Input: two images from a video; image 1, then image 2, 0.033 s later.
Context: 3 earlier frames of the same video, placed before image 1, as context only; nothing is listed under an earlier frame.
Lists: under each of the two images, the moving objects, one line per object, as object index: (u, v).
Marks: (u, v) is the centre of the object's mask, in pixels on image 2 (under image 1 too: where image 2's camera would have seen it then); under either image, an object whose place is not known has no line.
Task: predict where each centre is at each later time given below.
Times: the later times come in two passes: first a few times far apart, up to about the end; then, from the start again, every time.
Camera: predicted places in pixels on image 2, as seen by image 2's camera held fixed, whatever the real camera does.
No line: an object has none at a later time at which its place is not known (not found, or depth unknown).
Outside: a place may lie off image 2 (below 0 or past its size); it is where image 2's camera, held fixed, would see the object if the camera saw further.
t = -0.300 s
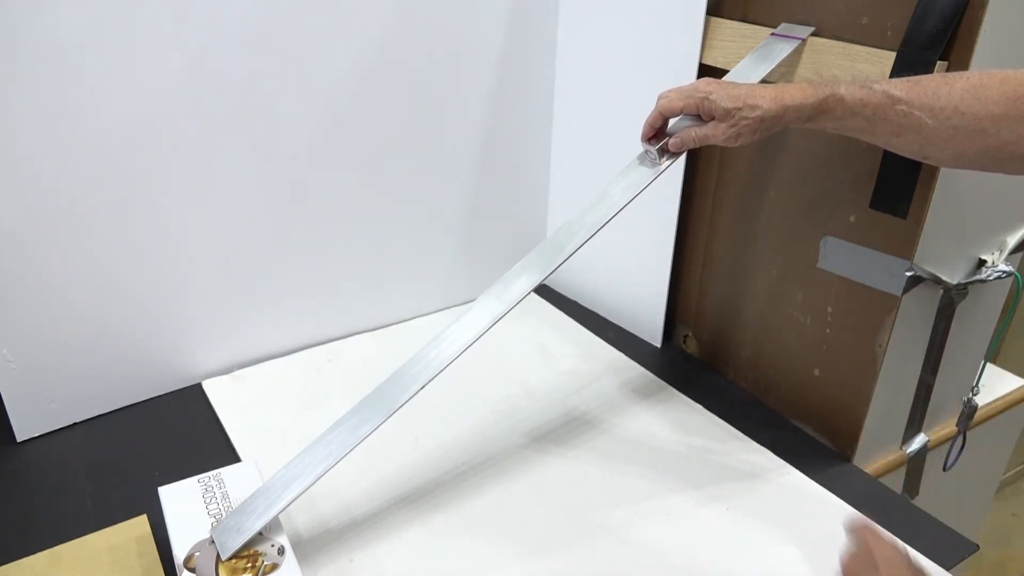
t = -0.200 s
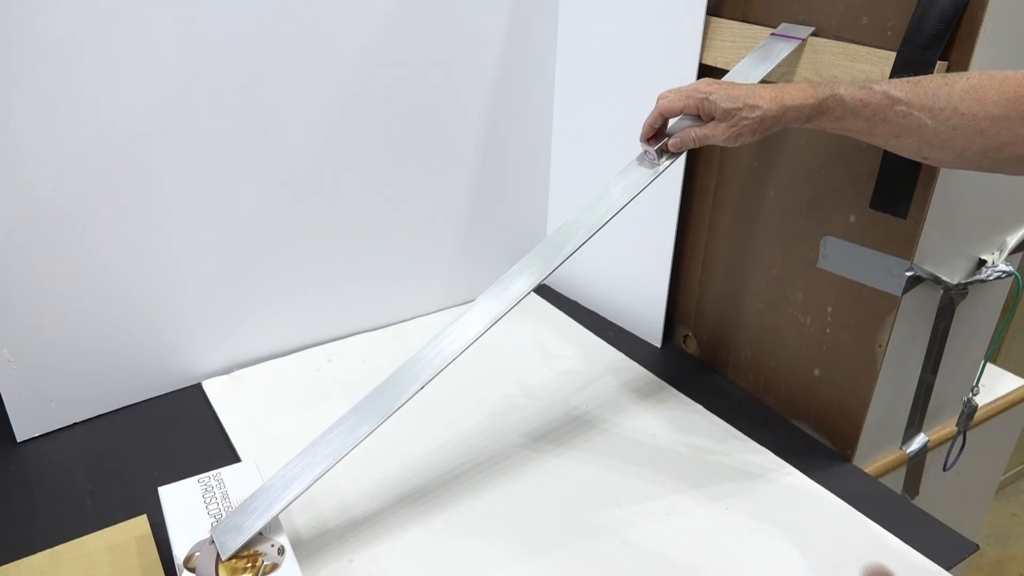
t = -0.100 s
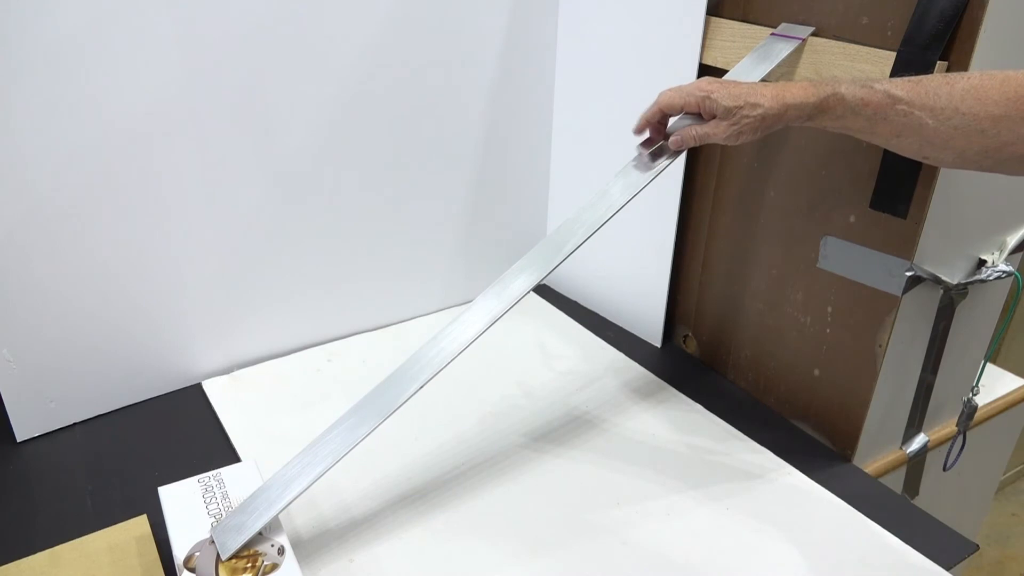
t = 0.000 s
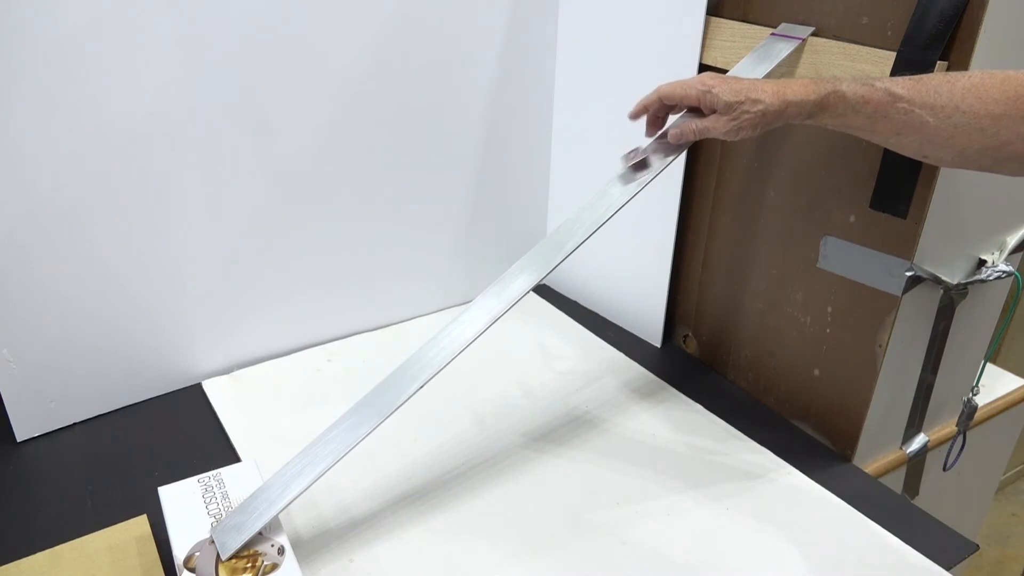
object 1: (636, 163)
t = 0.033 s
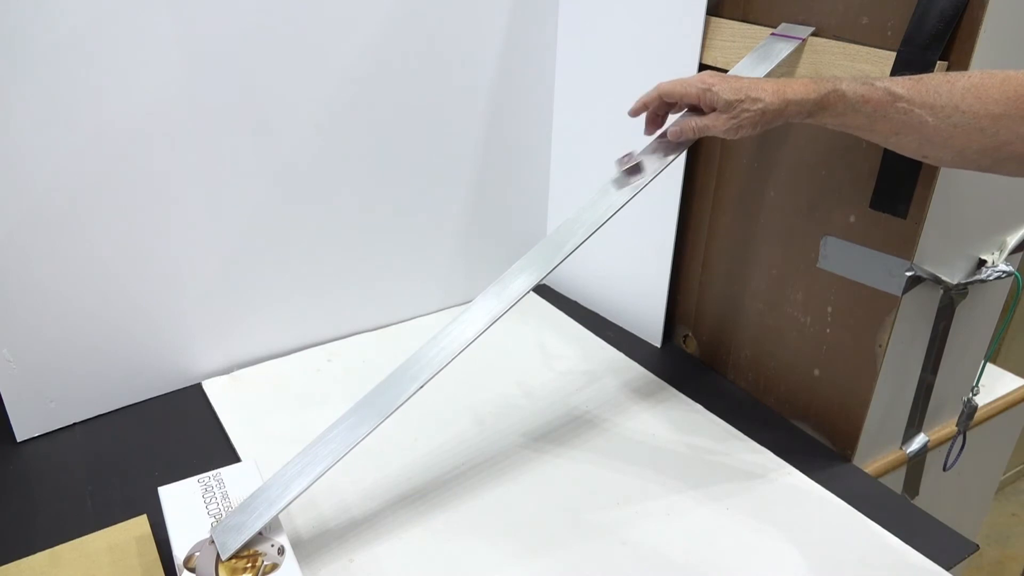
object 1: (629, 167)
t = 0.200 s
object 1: (601, 189)
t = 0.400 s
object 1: (574, 213)
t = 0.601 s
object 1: (546, 243)
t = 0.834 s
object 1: (511, 276)
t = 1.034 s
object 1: (467, 310)
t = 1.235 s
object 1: (427, 343)
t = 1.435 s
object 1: (387, 378)
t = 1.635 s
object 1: (350, 413)
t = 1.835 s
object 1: (309, 450)
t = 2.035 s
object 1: (260, 491)
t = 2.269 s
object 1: (207, 536)
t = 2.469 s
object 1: (206, 537)
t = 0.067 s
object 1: (623, 172)
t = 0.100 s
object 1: (617, 176)
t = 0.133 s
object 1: (611, 181)
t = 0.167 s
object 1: (606, 185)
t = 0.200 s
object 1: (601, 189)
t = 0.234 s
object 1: (597, 193)
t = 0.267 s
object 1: (592, 197)
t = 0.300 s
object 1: (587, 201)
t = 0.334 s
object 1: (583, 205)
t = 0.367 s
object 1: (579, 208)
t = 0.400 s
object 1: (574, 213)
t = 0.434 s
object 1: (569, 217)
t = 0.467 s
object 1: (564, 223)
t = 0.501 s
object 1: (560, 227)
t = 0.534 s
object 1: (555, 232)
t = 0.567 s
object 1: (551, 238)
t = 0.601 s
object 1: (546, 243)
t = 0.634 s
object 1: (541, 248)
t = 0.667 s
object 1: (537, 253)
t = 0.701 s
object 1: (532, 256)
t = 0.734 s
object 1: (528, 261)
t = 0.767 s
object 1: (522, 266)
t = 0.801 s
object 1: (518, 271)
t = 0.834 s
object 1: (511, 276)
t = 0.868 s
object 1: (504, 282)
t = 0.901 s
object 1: (496, 288)
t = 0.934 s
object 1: (489, 293)
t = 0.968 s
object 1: (482, 299)
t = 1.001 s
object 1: (475, 305)
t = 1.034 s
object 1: (467, 310)
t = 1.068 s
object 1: (462, 315)
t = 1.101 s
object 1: (455, 320)
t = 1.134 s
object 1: (448, 325)
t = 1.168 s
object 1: (442, 331)
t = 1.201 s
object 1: (434, 336)
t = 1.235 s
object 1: (427, 343)
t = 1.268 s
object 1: (421, 348)
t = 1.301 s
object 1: (414, 354)
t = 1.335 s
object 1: (407, 360)
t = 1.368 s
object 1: (400, 366)
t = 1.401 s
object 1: (394, 372)
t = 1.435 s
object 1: (387, 378)
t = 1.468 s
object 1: (381, 385)
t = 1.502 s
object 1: (374, 390)
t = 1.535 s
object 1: (368, 396)
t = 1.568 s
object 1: (362, 402)
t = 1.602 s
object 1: (356, 407)
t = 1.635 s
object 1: (350, 413)
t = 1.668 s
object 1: (343, 418)
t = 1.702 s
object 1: (336, 424)
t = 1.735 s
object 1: (330, 431)
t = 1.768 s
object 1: (322, 437)
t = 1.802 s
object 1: (316, 444)
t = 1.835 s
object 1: (309, 450)
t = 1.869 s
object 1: (301, 456)
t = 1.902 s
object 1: (294, 463)
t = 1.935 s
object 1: (285, 469)
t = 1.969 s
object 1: (277, 476)
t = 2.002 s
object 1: (268, 483)
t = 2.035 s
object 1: (260, 491)
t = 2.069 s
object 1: (249, 499)
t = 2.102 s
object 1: (240, 506)
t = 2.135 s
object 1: (230, 512)
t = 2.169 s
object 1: (220, 520)
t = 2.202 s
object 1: (213, 531)
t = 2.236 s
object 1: (209, 535)
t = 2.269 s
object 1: (207, 536)
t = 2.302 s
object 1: (205, 537)
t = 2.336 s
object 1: (205, 537)
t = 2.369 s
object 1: (206, 537)
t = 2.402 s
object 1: (205, 537)
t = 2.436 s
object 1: (206, 537)
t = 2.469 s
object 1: (206, 537)
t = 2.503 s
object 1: (206, 537)
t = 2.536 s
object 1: (205, 537)
